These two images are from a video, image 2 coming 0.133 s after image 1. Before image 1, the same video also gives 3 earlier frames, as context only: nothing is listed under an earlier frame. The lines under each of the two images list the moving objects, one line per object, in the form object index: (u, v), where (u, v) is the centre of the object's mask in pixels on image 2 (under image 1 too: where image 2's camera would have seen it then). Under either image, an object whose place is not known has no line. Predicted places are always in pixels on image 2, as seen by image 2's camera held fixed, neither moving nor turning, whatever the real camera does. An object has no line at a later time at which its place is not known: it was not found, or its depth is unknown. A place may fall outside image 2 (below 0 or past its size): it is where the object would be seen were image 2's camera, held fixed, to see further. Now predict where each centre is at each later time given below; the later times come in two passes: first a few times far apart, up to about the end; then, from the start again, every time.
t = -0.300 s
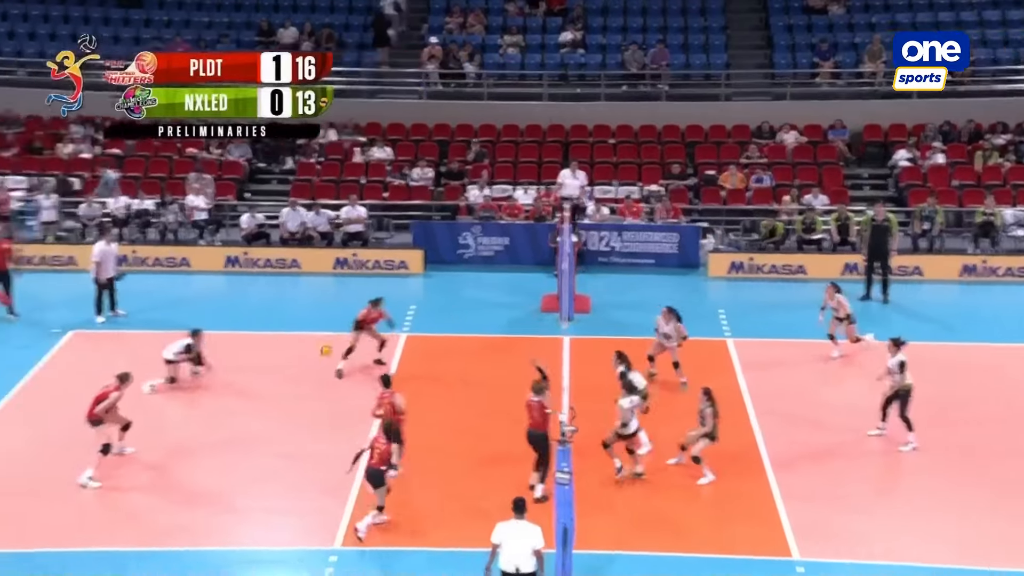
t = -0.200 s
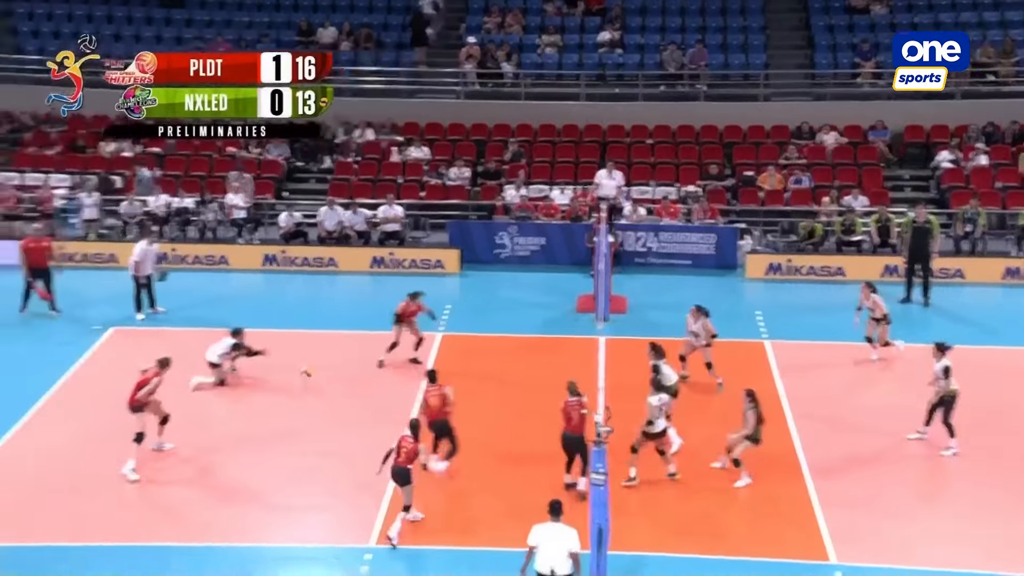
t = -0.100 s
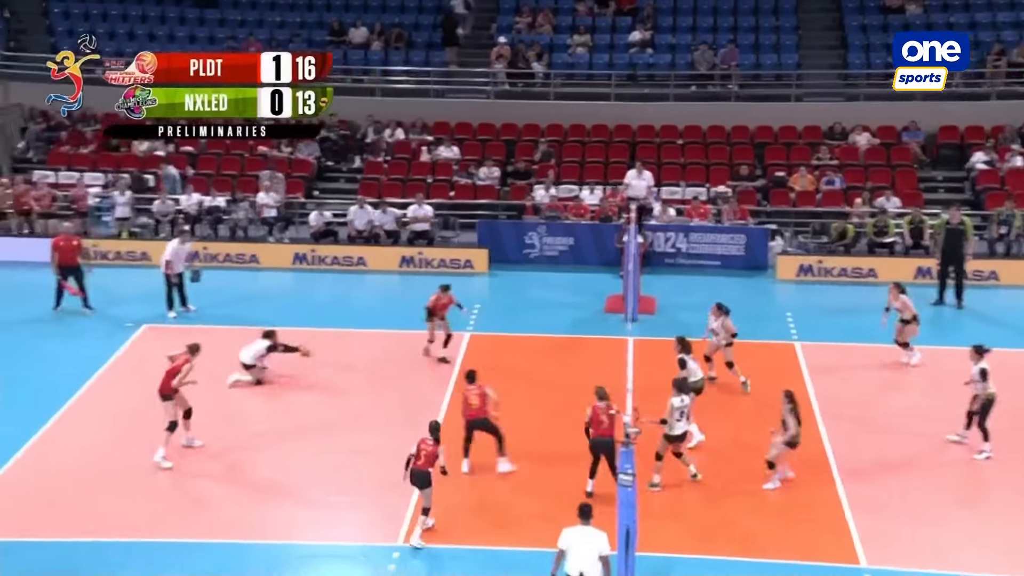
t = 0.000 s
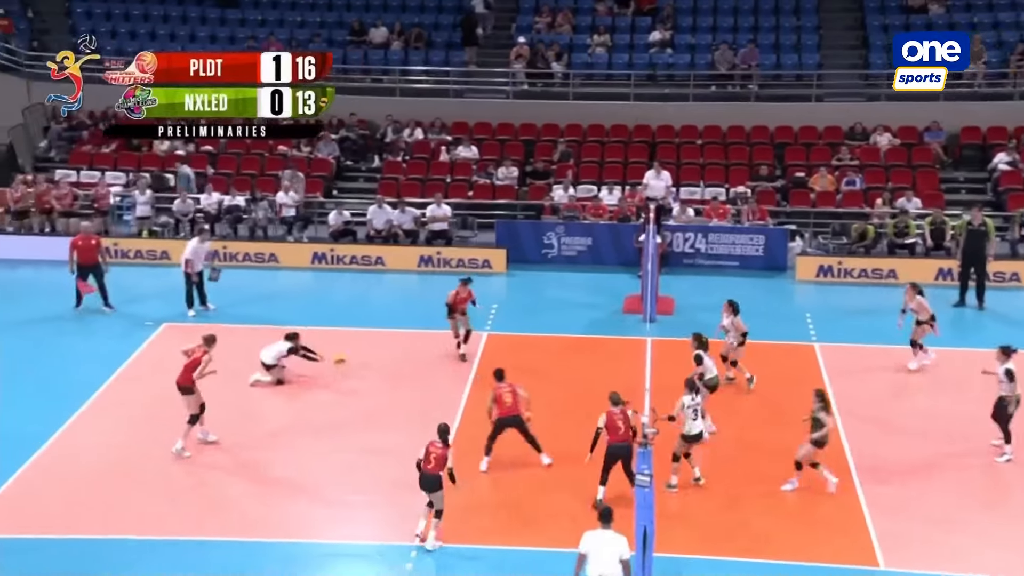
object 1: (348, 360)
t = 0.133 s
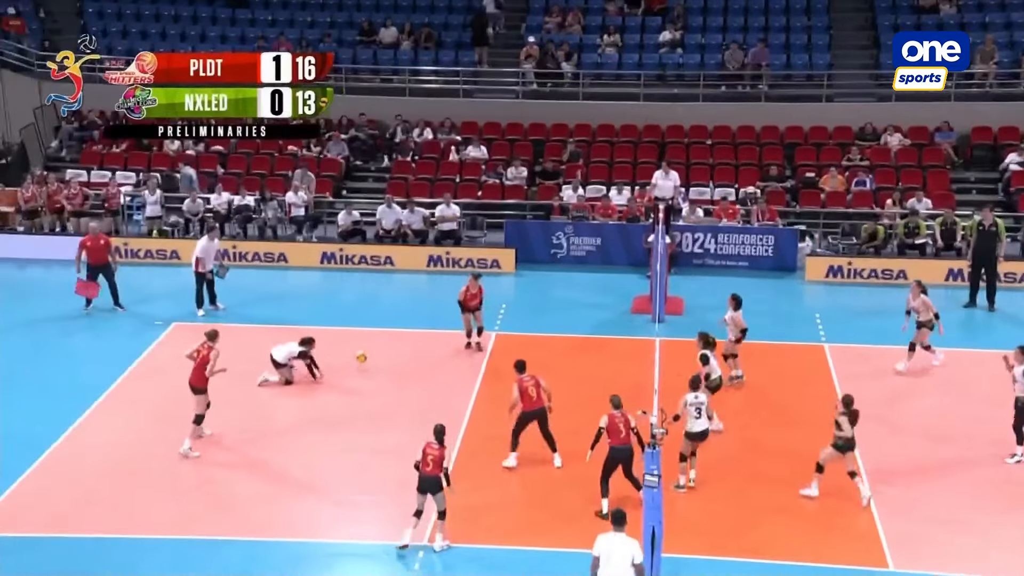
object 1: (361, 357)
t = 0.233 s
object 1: (368, 350)
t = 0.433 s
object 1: (381, 351)
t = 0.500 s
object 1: (386, 355)
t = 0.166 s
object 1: (363, 354)
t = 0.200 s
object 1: (366, 351)
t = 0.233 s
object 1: (368, 350)
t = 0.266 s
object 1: (370, 348)
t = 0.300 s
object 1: (372, 347)
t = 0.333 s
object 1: (375, 347)
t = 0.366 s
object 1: (377, 348)
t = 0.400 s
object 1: (379, 349)
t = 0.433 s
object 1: (381, 351)
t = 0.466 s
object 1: (383, 352)
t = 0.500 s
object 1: (386, 355)
